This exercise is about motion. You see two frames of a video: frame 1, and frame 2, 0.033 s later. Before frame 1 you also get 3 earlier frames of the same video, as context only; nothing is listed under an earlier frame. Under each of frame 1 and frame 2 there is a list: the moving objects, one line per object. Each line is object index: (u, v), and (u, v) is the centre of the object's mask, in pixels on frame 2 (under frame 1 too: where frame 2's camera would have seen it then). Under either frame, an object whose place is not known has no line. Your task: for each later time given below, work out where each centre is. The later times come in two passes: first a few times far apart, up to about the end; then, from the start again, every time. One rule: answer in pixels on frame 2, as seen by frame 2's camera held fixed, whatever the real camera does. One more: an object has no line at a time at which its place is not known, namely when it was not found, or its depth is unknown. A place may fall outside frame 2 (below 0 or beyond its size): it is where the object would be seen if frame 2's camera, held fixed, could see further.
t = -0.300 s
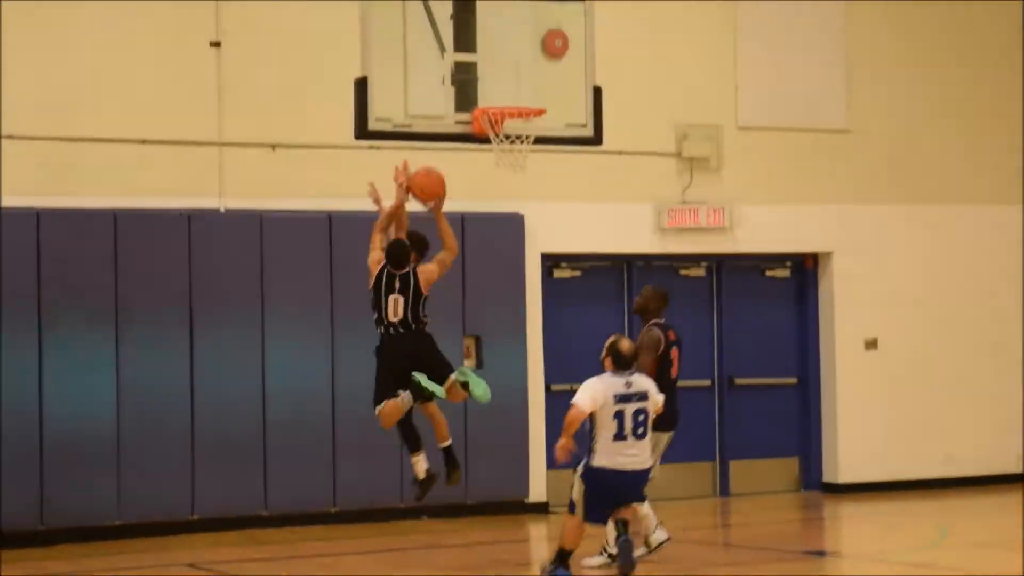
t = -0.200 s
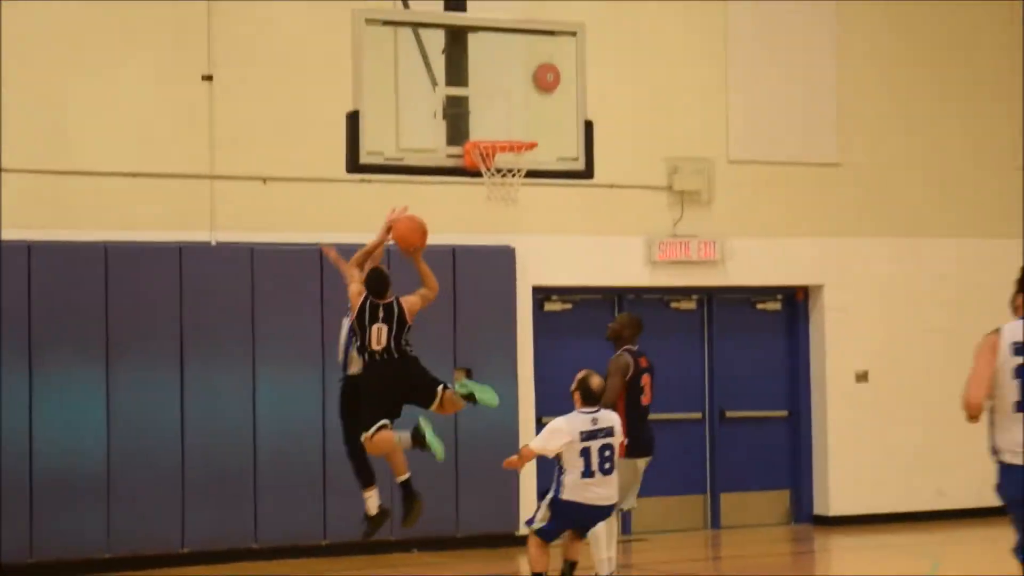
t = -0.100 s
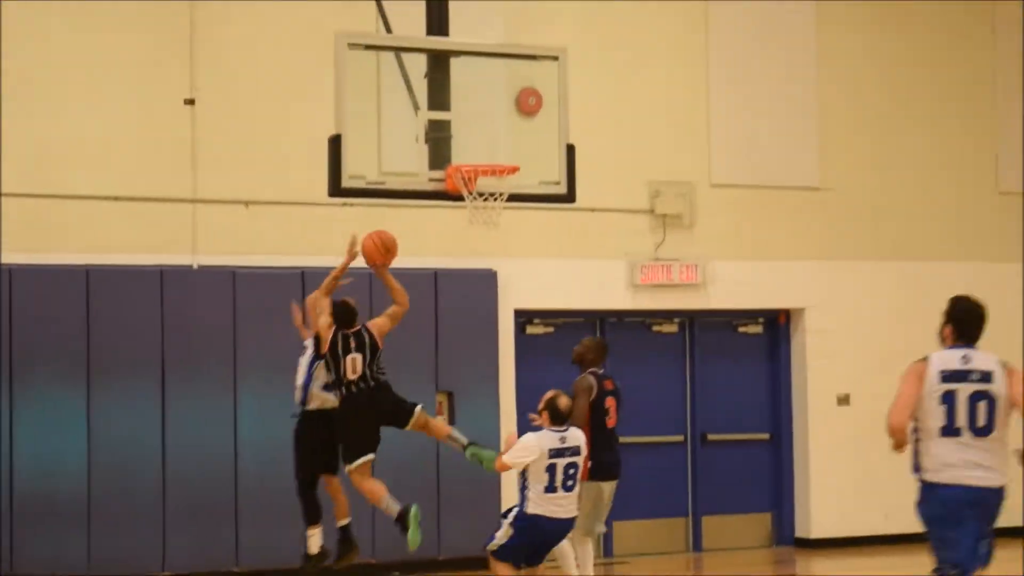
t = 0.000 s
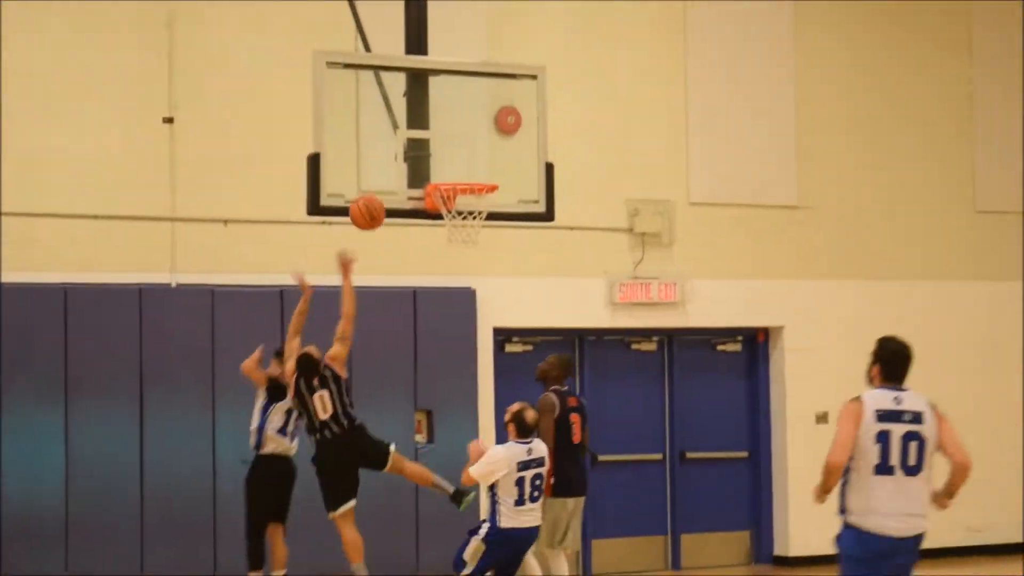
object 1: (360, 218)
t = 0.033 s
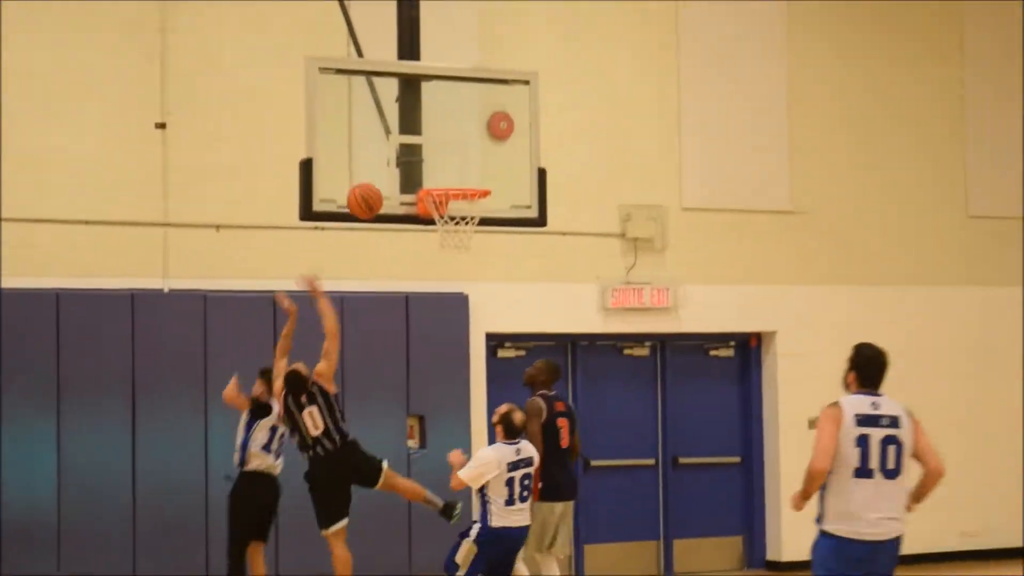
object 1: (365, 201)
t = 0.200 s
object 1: (389, 139)
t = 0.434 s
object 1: (423, 121)
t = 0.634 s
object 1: (457, 164)
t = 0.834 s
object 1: (450, 197)
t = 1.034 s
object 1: (449, 232)
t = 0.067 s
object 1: (369, 185)
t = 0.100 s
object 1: (375, 171)
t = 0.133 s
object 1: (380, 158)
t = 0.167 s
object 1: (384, 148)
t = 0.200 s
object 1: (389, 139)
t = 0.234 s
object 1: (394, 132)
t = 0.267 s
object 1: (399, 126)
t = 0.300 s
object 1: (404, 122)
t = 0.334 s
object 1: (409, 119)
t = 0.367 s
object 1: (413, 118)
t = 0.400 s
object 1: (417, 119)
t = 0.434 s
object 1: (423, 121)
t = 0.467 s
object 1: (429, 124)
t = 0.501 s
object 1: (434, 129)
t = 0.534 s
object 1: (440, 135)
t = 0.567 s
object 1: (446, 144)
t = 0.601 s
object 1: (452, 153)
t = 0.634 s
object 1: (457, 164)
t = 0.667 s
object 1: (463, 175)
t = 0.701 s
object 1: (465, 178)
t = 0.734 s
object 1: (464, 179)
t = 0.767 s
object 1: (463, 189)
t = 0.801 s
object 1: (458, 193)
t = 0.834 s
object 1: (450, 197)
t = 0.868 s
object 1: (443, 201)
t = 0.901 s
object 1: (438, 206)
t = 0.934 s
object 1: (439, 207)
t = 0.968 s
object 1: (442, 220)
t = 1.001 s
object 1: (445, 228)
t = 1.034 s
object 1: (449, 232)
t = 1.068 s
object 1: (455, 239)
